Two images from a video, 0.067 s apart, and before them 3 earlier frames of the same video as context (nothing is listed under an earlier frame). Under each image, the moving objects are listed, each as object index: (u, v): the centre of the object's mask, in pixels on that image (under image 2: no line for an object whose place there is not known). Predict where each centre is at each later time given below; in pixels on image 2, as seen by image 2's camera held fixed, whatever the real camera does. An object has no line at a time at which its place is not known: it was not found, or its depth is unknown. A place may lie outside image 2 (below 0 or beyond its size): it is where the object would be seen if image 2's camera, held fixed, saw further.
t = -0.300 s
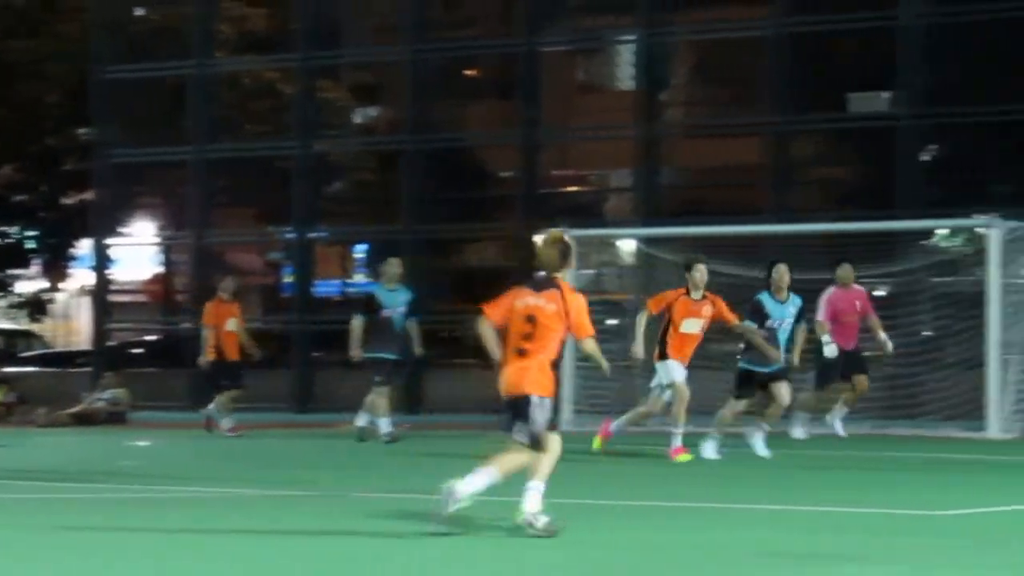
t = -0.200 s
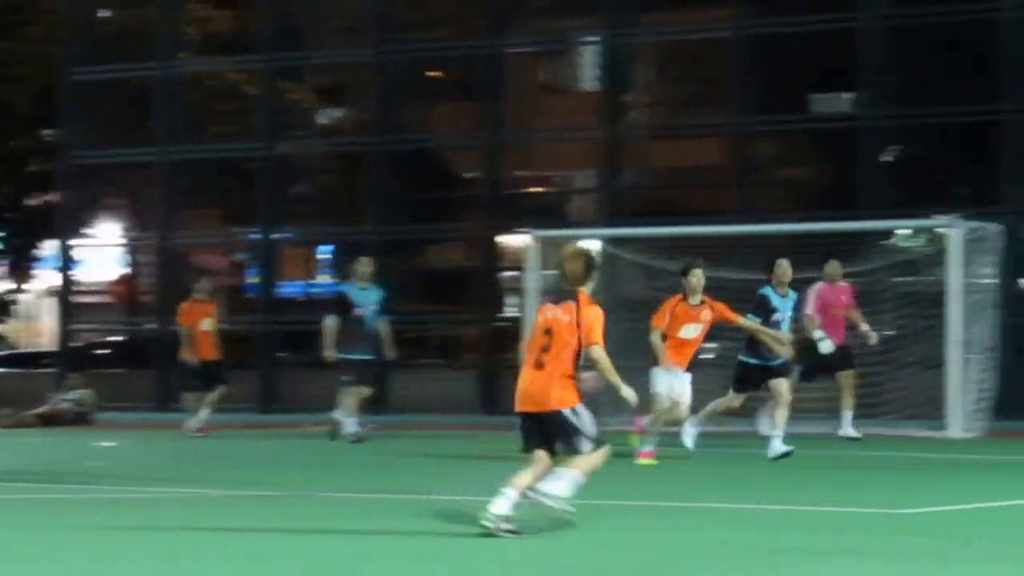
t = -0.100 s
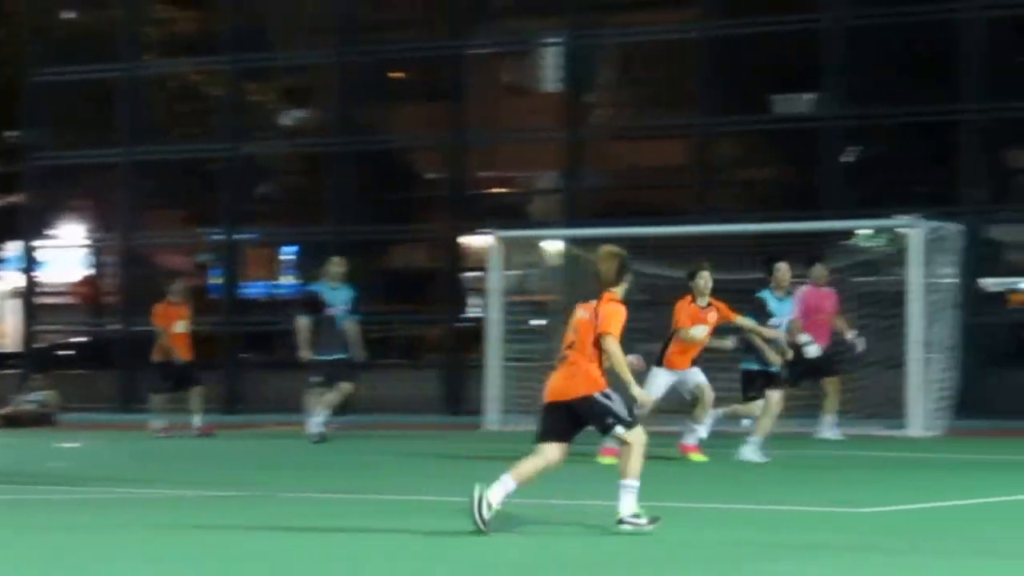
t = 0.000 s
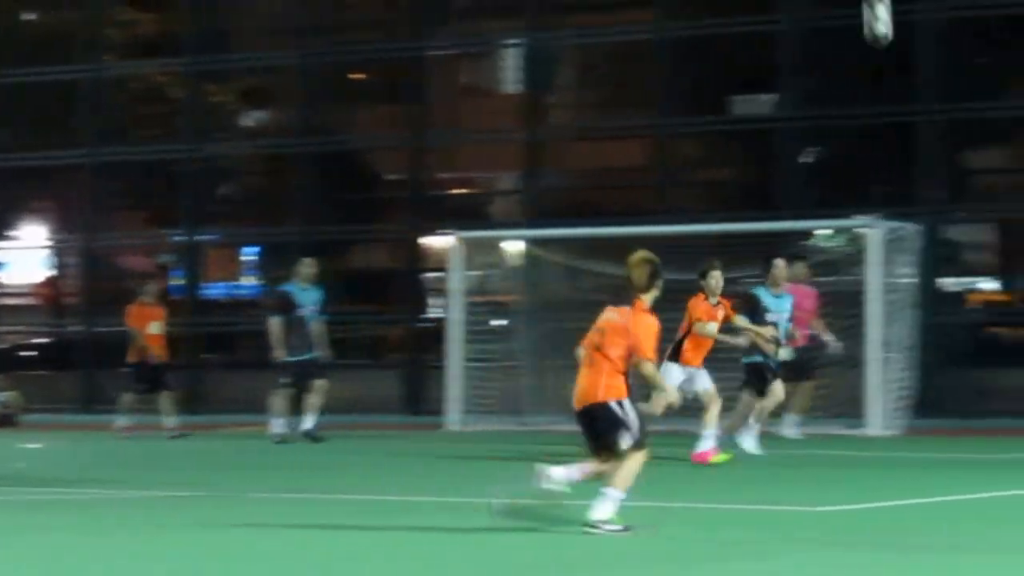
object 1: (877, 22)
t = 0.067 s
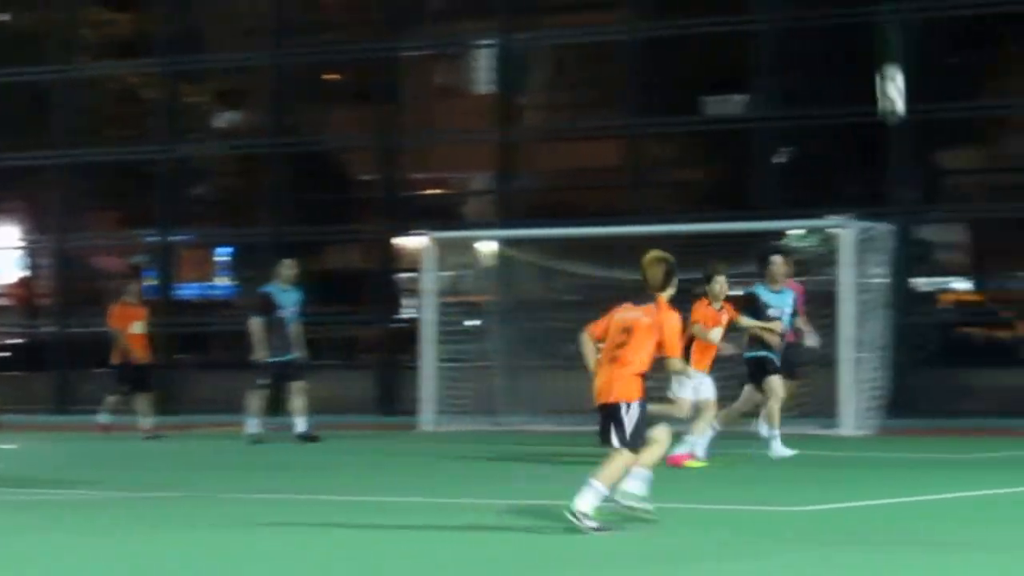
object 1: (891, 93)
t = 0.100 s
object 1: (912, 132)
